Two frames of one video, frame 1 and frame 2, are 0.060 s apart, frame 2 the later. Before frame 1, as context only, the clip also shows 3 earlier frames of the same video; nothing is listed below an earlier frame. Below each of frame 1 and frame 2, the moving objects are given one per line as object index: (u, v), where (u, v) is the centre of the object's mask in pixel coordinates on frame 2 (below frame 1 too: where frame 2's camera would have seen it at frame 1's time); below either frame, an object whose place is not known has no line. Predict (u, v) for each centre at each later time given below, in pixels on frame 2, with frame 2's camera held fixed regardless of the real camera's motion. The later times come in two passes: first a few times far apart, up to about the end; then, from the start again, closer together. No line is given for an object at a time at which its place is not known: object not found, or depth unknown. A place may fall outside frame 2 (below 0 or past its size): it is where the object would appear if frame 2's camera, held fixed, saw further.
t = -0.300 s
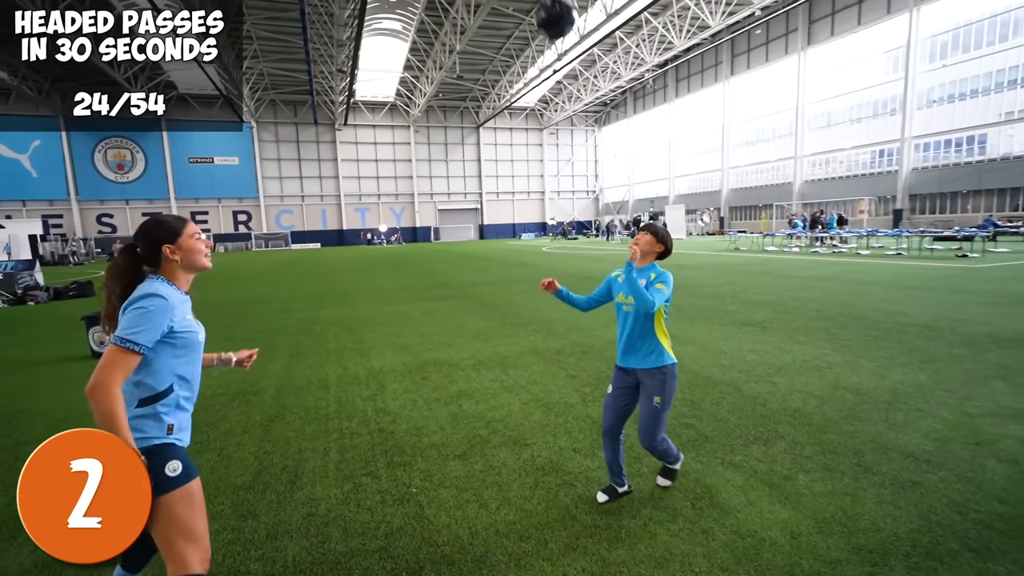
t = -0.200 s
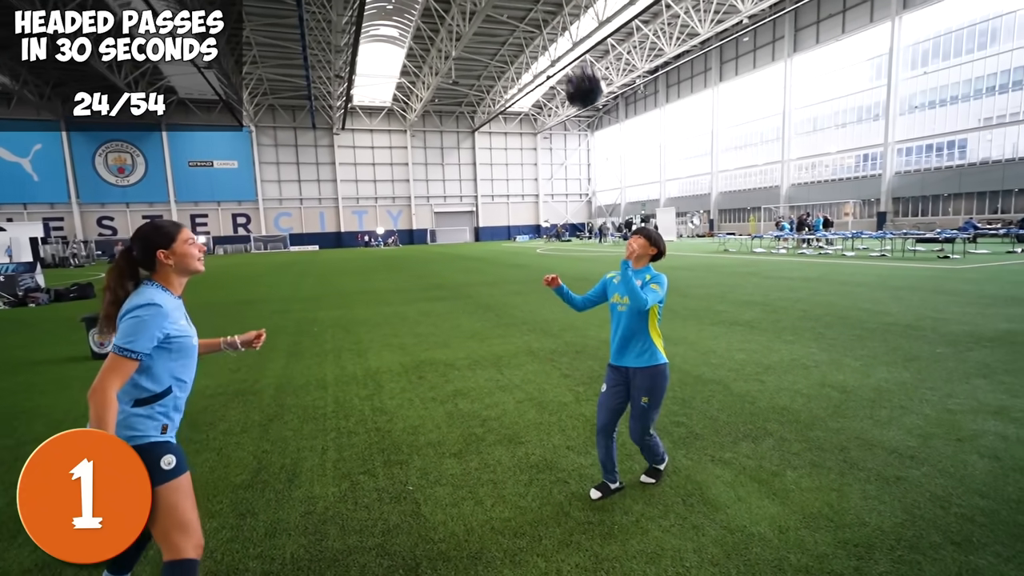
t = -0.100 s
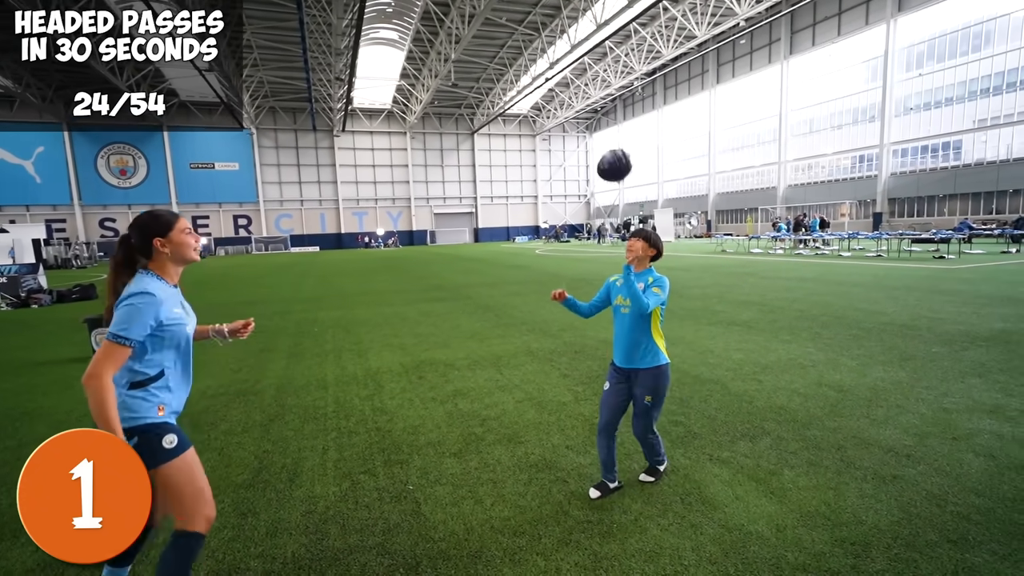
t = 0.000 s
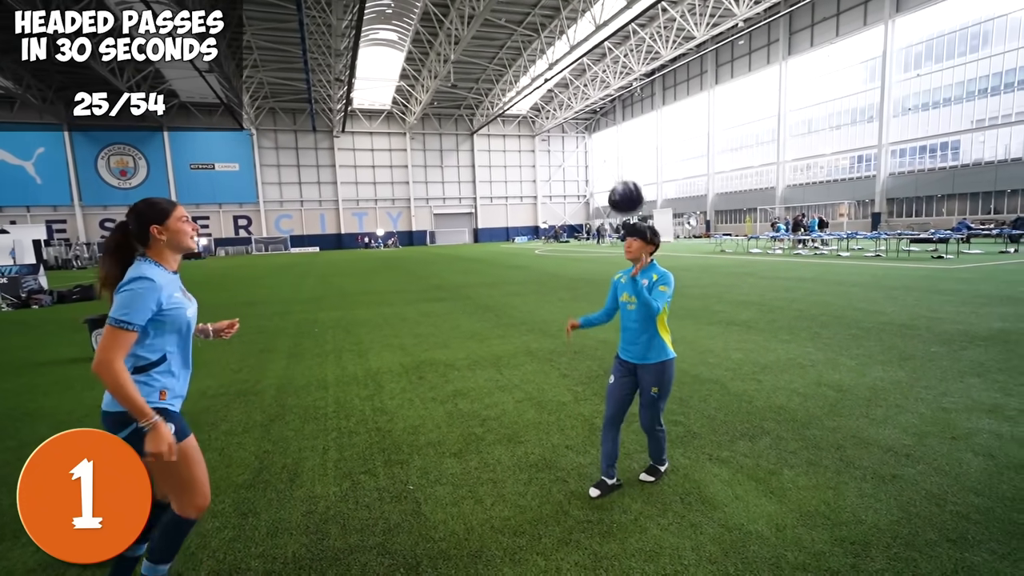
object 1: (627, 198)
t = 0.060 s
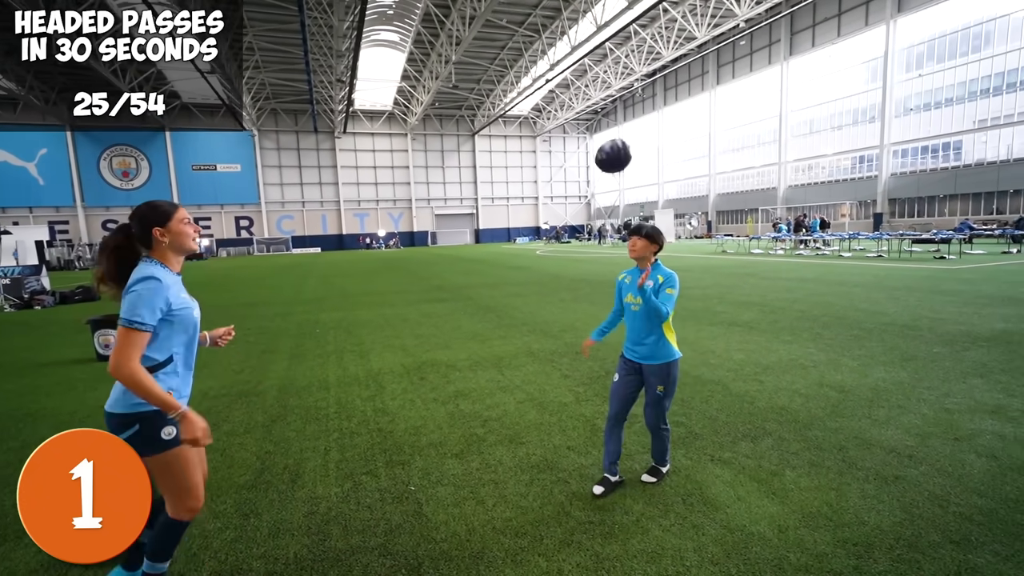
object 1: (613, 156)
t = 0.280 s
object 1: (554, 38)
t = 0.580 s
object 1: (448, 20)
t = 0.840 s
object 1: (330, 214)
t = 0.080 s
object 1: (608, 142)
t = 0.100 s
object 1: (603, 129)
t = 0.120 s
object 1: (599, 118)
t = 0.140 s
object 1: (593, 107)
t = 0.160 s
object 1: (588, 95)
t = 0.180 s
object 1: (582, 84)
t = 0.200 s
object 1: (576, 74)
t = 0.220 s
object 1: (571, 64)
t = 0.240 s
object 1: (566, 55)
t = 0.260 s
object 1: (559, 46)
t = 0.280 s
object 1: (554, 38)
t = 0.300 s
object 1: (547, 31)
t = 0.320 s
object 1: (541, 24)
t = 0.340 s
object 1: (536, 19)
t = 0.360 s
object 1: (529, 16)
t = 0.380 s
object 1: (522, 13)
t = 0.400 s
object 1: (515, 11)
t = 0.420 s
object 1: (509, 10)
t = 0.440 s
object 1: (502, 10)
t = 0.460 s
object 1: (495, 10)
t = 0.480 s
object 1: (487, 11)
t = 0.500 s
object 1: (480, 12)
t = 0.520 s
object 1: (472, 13)
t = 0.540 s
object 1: (464, 15)
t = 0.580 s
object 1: (448, 20)
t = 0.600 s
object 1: (440, 24)
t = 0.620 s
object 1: (431, 30)
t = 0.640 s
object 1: (423, 40)
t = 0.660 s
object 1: (415, 51)
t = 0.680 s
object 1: (406, 62)
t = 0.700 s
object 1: (398, 76)
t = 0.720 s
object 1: (388, 91)
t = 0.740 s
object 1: (379, 107)
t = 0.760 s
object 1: (369, 126)
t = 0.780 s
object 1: (358, 145)
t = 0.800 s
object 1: (350, 164)
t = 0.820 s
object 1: (341, 188)
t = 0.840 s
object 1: (330, 214)
